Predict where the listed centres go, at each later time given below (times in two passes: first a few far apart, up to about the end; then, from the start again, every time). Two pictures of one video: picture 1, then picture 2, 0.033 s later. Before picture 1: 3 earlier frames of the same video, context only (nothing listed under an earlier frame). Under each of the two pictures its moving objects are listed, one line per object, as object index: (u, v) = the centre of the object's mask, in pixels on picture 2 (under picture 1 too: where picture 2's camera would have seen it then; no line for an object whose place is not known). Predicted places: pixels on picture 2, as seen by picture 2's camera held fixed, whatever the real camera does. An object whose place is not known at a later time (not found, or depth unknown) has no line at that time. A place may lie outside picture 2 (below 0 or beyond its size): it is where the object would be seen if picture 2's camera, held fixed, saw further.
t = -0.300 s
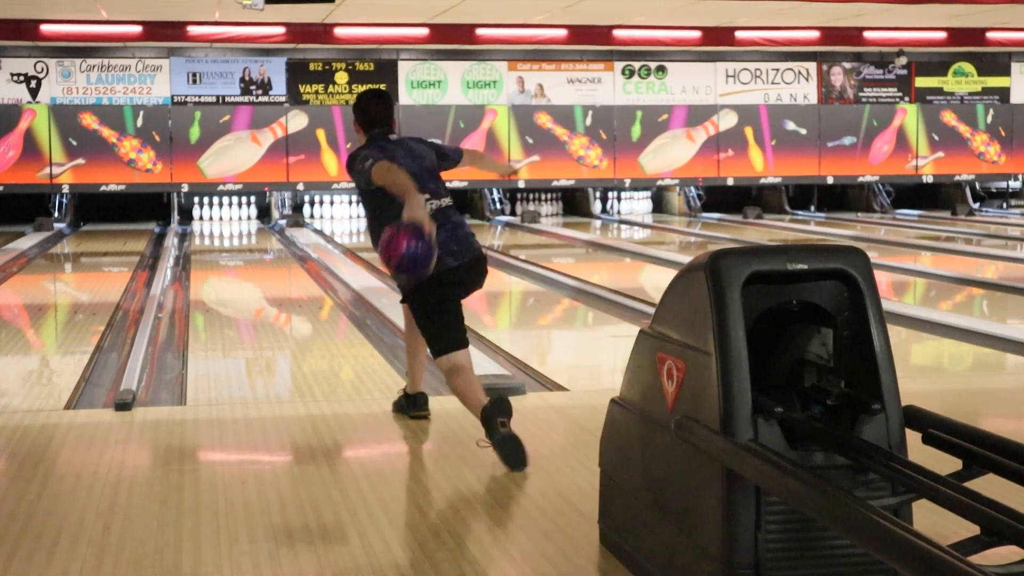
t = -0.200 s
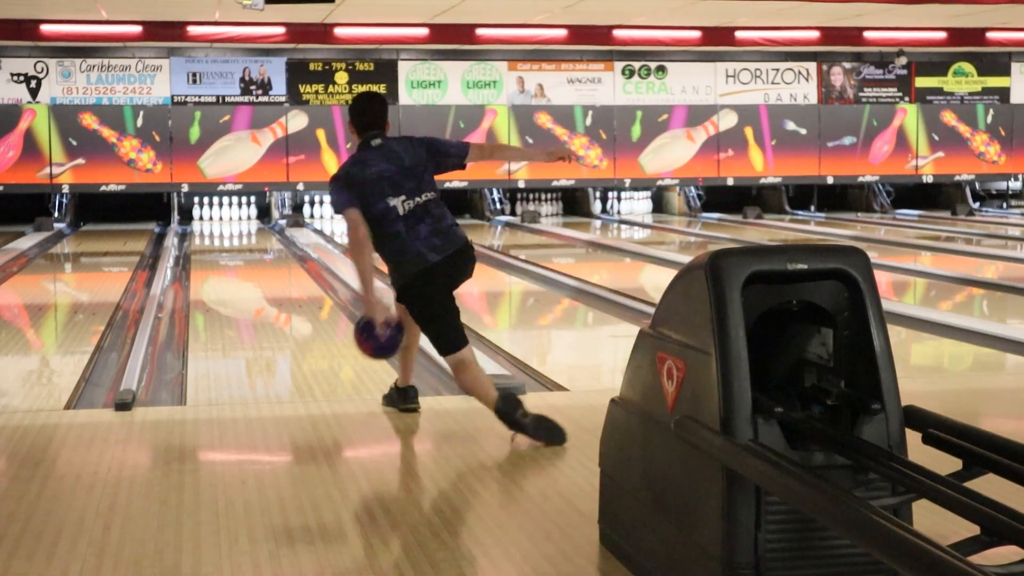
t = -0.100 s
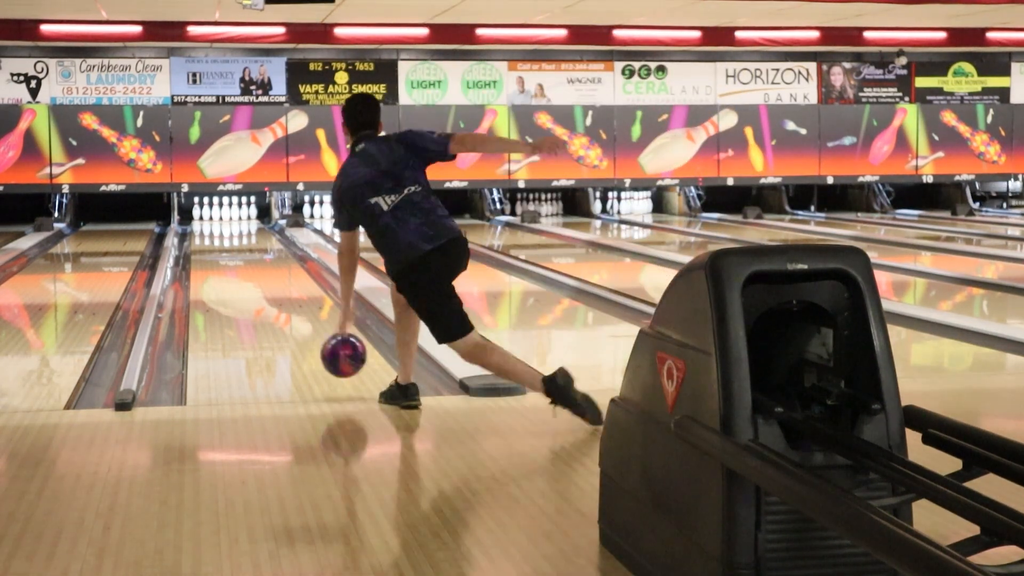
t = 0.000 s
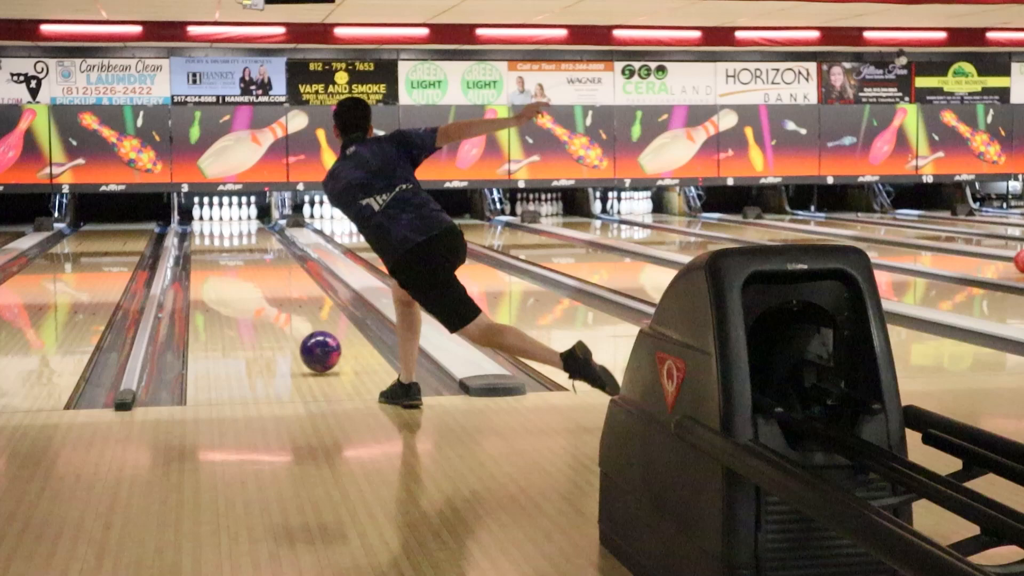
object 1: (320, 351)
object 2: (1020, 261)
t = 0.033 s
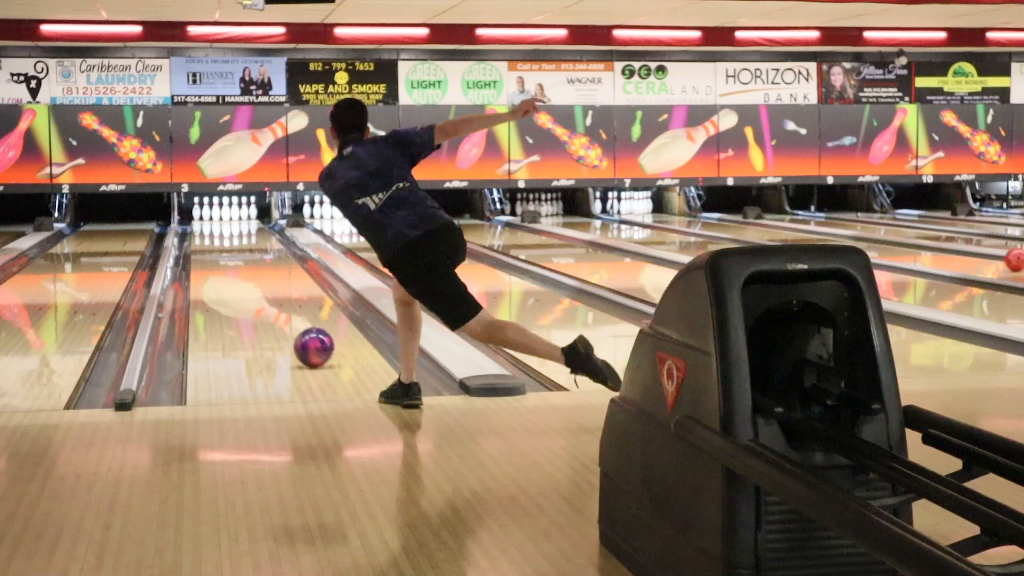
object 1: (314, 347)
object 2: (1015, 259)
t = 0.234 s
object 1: (281, 316)
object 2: (964, 251)
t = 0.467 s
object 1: (255, 290)
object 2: (911, 244)
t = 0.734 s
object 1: (234, 269)
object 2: (860, 237)
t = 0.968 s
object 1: (221, 255)
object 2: (822, 231)
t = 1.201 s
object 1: (212, 244)
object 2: (788, 226)
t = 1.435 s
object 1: (205, 235)
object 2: (758, 221)
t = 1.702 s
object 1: (203, 227)
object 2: (729, 217)
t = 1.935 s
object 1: (207, 222)
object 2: (706, 214)
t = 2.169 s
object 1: (216, 217)
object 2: (686, 212)
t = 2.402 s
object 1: (217, 214)
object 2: (668, 210)
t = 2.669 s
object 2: (651, 207)
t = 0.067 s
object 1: (307, 341)
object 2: (1007, 258)
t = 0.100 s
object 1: (301, 336)
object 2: (998, 256)
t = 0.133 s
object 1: (296, 331)
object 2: (989, 255)
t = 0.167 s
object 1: (291, 326)
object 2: (981, 254)
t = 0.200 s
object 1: (286, 321)
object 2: (972, 253)
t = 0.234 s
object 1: (281, 316)
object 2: (964, 251)
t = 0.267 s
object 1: (277, 312)
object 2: (956, 250)
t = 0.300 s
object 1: (272, 308)
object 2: (948, 249)
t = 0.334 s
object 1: (269, 304)
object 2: (940, 248)
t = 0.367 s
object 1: (265, 300)
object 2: (933, 247)
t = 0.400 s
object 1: (261, 297)
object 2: (925, 246)
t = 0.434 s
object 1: (258, 293)
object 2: (918, 245)
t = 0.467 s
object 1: (255, 290)
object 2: (911, 244)
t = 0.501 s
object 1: (252, 287)
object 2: (904, 243)
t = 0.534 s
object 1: (249, 284)
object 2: (897, 242)
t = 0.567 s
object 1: (246, 282)
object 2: (891, 242)
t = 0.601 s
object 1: (243, 278)
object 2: (885, 241)
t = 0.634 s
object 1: (241, 276)
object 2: (878, 239)
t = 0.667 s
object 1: (238, 274)
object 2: (872, 239)
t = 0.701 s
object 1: (236, 271)
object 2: (866, 238)
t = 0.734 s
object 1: (234, 269)
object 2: (860, 237)
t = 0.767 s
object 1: (232, 267)
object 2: (854, 236)
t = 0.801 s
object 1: (230, 265)
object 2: (848, 235)
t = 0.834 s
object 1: (228, 263)
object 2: (843, 234)
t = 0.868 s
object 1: (226, 261)
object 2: (837, 234)
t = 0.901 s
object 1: (224, 259)
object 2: (832, 233)
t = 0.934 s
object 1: (223, 257)
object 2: (827, 232)
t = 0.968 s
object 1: (221, 255)
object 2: (822, 231)
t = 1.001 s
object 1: (220, 254)
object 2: (817, 230)
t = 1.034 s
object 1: (218, 252)
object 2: (811, 230)
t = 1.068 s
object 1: (217, 250)
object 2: (807, 229)
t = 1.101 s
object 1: (216, 248)
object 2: (802, 228)
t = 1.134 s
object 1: (215, 247)
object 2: (797, 228)
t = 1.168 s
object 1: (213, 246)
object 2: (792, 227)
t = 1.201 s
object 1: (212, 244)
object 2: (788, 226)
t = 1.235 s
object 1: (211, 243)
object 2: (784, 225)
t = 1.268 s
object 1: (210, 241)
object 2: (779, 225)
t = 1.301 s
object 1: (209, 240)
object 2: (775, 224)
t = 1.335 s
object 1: (208, 239)
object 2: (771, 223)
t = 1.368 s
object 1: (207, 238)
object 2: (767, 223)
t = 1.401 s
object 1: (206, 236)
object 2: (762, 222)
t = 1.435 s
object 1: (205, 235)
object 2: (758, 221)
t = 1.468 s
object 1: (205, 234)
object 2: (754, 221)
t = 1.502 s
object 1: (204, 233)
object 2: (750, 221)
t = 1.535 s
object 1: (204, 232)
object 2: (746, 220)
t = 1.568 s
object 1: (203, 231)
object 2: (743, 220)
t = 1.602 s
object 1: (203, 230)
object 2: (739, 219)
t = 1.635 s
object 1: (203, 229)
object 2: (736, 218)
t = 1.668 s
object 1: (203, 228)
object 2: (732, 218)
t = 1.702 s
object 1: (203, 227)
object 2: (729, 217)
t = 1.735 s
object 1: (203, 226)
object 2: (725, 217)
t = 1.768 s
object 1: (204, 226)
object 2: (722, 217)
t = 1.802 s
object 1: (204, 225)
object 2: (719, 216)
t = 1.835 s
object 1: (205, 223)
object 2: (716, 216)
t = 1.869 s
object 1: (206, 223)
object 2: (712, 215)
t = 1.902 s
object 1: (206, 222)
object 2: (709, 215)
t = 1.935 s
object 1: (207, 222)
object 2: (706, 214)
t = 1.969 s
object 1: (208, 221)
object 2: (703, 214)
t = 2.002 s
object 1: (209, 220)
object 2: (700, 213)
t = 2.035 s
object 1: (211, 219)
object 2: (698, 213)
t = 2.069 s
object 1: (212, 219)
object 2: (695, 213)
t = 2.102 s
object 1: (214, 218)
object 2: (691, 212)
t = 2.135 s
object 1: (215, 218)
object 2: (689, 212)
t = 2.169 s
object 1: (216, 217)
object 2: (686, 212)
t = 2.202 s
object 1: (217, 216)
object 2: (684, 212)
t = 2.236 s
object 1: (218, 216)
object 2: (681, 211)
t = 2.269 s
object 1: (218, 215)
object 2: (678, 211)
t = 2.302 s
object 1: (218, 215)
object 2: (675, 211)
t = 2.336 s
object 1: (218, 215)
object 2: (672, 210)
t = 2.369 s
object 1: (218, 214)
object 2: (670, 210)
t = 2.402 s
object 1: (217, 214)
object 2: (668, 210)
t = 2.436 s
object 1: (217, 213)
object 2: (665, 210)
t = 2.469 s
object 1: (216, 213)
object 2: (663, 209)
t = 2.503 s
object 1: (214, 213)
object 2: (660, 208)
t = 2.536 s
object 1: (213, 212)
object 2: (659, 208)
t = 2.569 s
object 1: (214, 213)
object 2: (657, 208)
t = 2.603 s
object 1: (213, 212)
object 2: (654, 208)
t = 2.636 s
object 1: (212, 210)
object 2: (652, 208)
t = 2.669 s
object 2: (651, 207)
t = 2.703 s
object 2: (651, 207)
